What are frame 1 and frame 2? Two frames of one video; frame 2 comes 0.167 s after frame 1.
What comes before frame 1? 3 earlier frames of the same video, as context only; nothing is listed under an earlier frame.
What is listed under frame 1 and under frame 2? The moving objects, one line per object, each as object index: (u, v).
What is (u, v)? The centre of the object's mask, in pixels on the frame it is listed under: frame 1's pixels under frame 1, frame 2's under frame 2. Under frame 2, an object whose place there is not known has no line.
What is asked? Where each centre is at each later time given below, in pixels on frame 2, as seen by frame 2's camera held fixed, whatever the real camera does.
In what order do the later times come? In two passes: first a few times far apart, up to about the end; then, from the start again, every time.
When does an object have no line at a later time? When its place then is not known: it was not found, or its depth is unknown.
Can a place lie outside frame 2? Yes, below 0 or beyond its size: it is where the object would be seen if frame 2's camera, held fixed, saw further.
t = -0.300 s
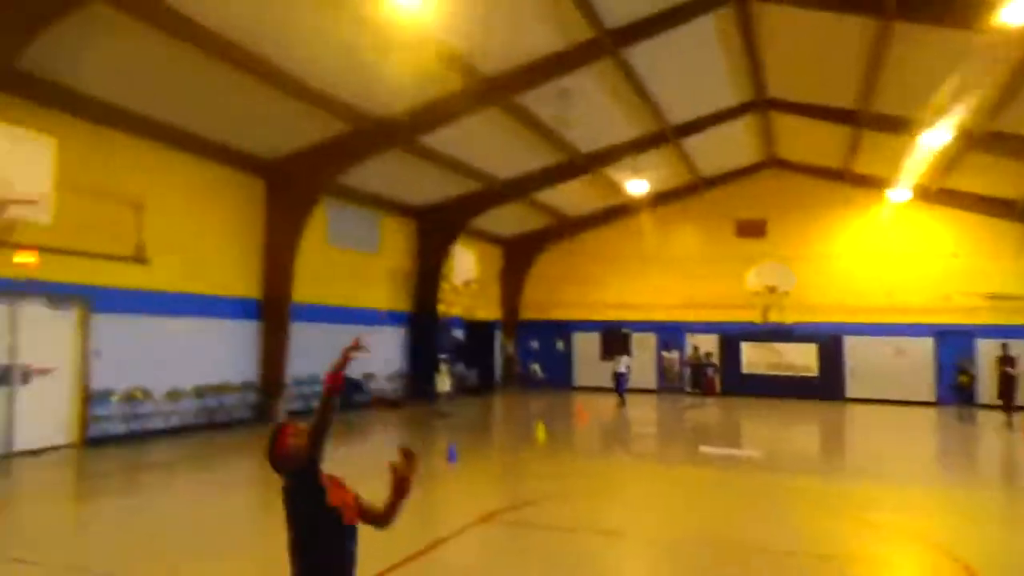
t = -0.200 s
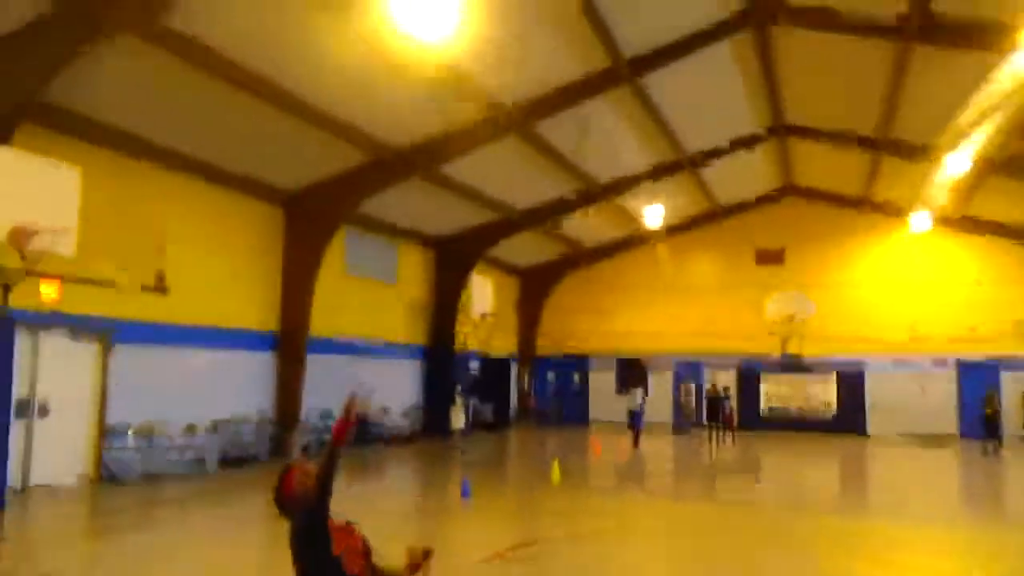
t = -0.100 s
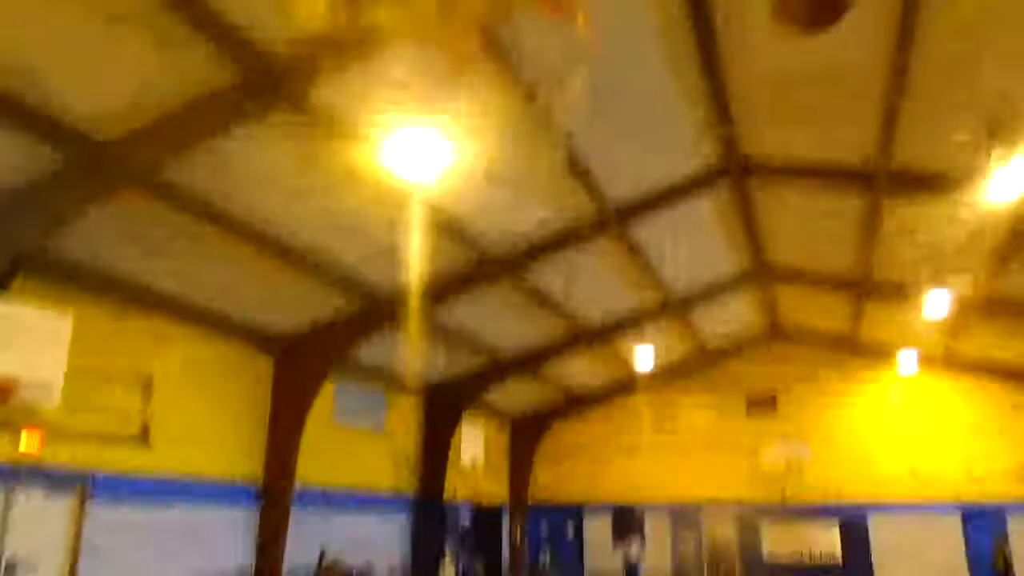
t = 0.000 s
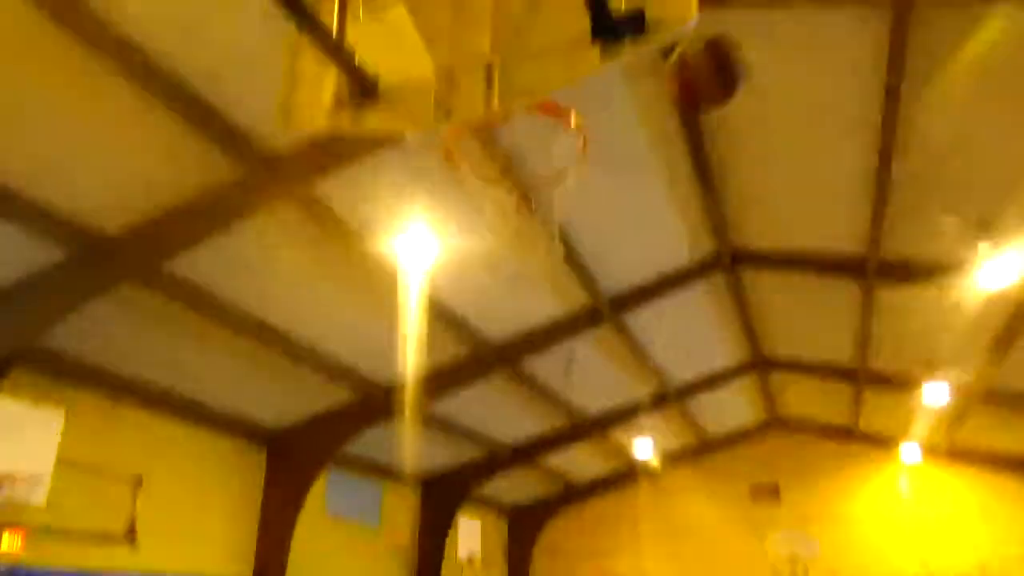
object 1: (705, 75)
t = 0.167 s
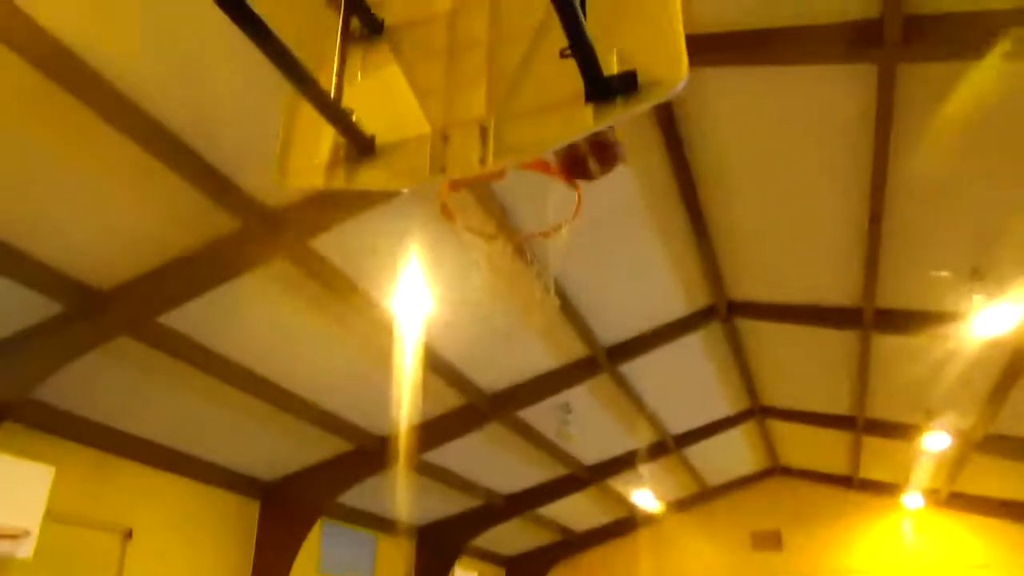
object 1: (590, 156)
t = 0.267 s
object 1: (591, 145)
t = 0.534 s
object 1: (603, 148)
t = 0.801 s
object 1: (654, 219)
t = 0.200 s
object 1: (591, 151)
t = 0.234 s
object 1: (591, 147)
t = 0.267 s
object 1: (591, 145)
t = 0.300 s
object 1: (589, 146)
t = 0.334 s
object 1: (590, 145)
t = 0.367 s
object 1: (590, 147)
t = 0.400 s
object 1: (590, 150)
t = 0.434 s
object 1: (588, 156)
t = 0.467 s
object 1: (593, 153)
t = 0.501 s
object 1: (598, 150)
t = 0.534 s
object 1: (603, 148)
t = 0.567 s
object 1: (608, 147)
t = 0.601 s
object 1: (613, 149)
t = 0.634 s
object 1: (618, 151)
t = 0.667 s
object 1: (623, 156)
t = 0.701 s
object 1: (629, 166)
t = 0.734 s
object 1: (636, 180)
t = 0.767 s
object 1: (646, 198)
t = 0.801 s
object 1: (654, 219)
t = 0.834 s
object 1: (664, 244)
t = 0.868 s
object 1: (677, 274)
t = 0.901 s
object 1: (686, 306)
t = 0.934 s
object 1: (697, 345)
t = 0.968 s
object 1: (711, 393)
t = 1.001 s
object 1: (727, 447)
